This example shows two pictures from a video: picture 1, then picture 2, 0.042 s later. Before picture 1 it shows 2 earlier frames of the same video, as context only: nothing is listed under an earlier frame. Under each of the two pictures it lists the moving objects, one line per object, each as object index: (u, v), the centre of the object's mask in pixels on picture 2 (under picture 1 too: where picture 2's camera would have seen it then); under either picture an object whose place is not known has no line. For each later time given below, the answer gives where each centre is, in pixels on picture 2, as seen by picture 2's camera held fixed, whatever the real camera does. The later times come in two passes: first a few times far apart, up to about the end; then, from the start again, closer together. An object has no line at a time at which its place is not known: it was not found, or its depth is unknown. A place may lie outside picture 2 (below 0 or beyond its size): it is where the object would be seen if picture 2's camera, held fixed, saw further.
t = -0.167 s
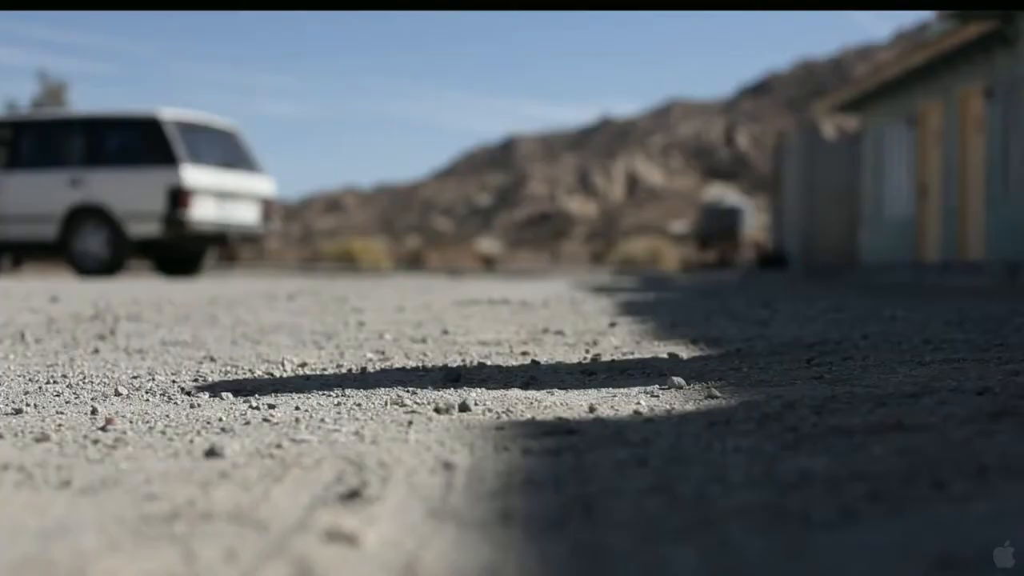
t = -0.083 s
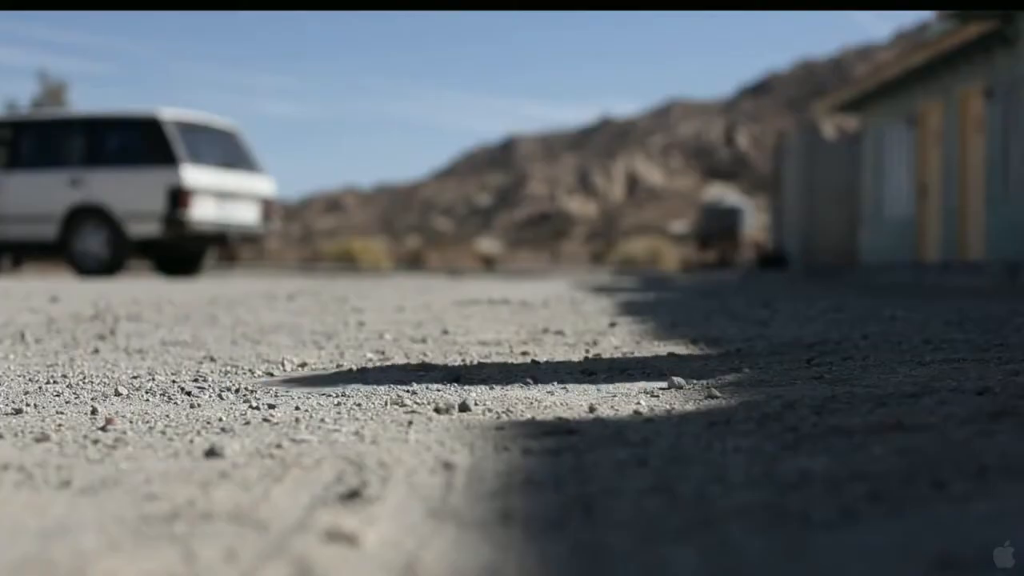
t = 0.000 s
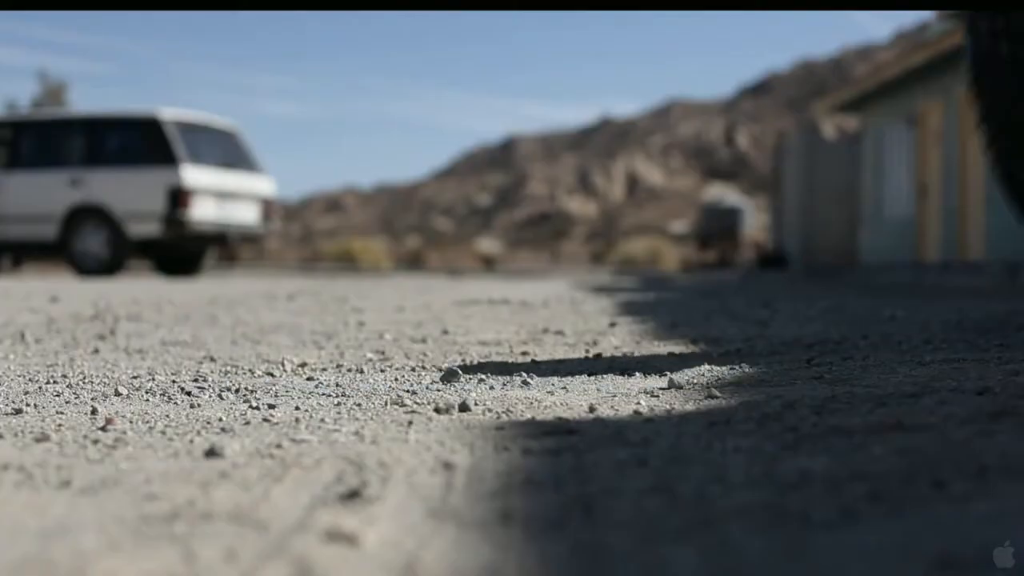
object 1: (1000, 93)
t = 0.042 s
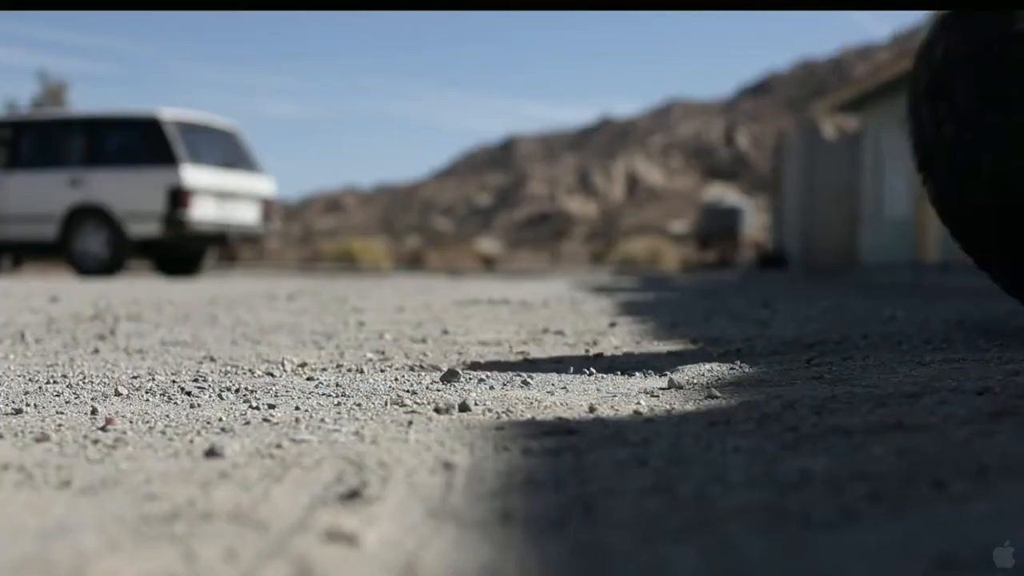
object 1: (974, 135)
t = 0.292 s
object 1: (838, 151)
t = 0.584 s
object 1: (646, 165)
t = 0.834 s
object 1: (571, 162)
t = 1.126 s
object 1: (532, 163)
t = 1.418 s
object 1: (519, 177)
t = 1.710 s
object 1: (548, 212)
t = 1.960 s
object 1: (637, 212)
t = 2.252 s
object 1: (653, 248)
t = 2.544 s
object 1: (646, 257)
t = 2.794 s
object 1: (643, 258)
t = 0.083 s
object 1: (952, 134)
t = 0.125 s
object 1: (928, 128)
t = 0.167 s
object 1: (903, 129)
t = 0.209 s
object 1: (878, 134)
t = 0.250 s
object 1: (861, 137)
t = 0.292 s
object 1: (838, 151)
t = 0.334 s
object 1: (813, 166)
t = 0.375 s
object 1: (779, 168)
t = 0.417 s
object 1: (748, 166)
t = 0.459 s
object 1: (719, 168)
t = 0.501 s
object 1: (691, 169)
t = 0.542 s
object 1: (668, 166)
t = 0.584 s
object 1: (646, 165)
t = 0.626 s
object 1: (628, 165)
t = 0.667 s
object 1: (612, 164)
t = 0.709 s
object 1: (600, 163)
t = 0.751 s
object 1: (589, 163)
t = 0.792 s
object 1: (580, 162)
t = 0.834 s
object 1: (571, 162)
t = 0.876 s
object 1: (564, 162)
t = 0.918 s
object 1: (557, 162)
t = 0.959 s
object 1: (551, 162)
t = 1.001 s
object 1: (545, 162)
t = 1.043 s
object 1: (540, 163)
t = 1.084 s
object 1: (536, 163)
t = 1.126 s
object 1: (532, 163)
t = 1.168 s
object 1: (529, 165)
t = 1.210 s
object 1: (525, 167)
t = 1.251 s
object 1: (523, 168)
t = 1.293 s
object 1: (521, 169)
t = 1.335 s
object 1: (519, 172)
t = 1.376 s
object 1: (519, 175)
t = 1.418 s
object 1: (519, 177)
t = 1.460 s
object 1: (520, 180)
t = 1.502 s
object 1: (521, 184)
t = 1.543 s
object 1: (525, 188)
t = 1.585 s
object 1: (530, 194)
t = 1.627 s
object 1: (533, 199)
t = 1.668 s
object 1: (539, 206)
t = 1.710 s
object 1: (548, 212)
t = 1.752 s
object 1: (561, 217)
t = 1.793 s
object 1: (577, 220)
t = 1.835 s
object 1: (594, 219)
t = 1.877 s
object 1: (611, 217)
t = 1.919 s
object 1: (624, 214)
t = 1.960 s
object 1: (637, 212)
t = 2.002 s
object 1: (645, 212)
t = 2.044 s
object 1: (652, 214)
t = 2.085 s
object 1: (656, 219)
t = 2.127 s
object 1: (659, 222)
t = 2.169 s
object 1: (658, 229)
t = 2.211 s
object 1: (656, 237)
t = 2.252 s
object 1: (653, 248)
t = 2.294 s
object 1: (652, 253)
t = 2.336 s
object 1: (651, 247)
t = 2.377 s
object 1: (650, 243)
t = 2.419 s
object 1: (649, 243)
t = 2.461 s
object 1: (649, 246)
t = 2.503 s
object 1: (650, 253)
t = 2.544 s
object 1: (646, 257)
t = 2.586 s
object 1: (647, 253)
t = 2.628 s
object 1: (645, 254)
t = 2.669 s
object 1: (643, 258)
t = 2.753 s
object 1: (643, 258)
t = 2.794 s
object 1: (643, 258)
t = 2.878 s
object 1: (643, 258)
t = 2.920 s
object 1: (643, 258)
